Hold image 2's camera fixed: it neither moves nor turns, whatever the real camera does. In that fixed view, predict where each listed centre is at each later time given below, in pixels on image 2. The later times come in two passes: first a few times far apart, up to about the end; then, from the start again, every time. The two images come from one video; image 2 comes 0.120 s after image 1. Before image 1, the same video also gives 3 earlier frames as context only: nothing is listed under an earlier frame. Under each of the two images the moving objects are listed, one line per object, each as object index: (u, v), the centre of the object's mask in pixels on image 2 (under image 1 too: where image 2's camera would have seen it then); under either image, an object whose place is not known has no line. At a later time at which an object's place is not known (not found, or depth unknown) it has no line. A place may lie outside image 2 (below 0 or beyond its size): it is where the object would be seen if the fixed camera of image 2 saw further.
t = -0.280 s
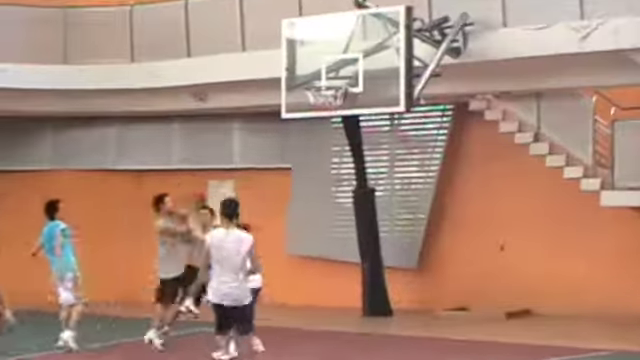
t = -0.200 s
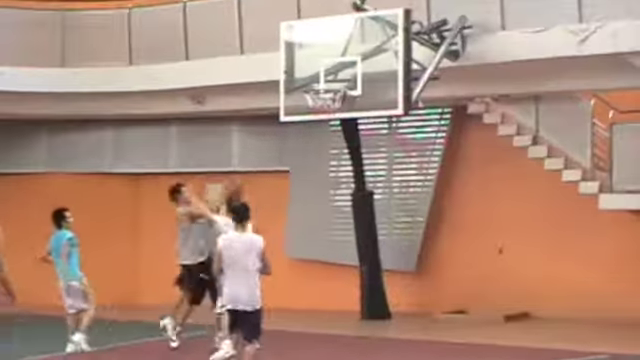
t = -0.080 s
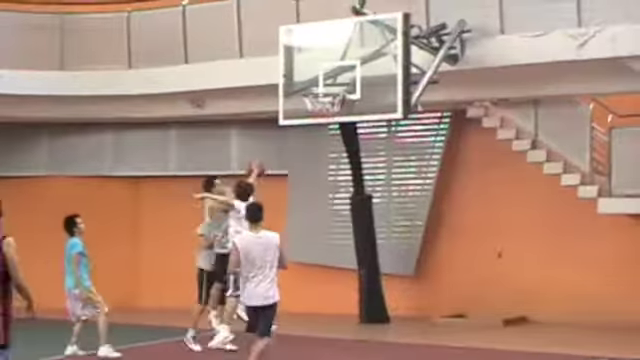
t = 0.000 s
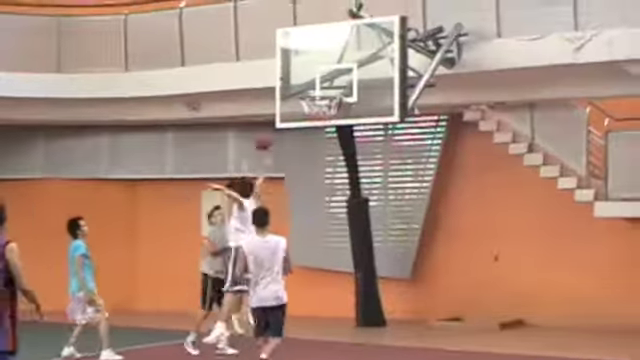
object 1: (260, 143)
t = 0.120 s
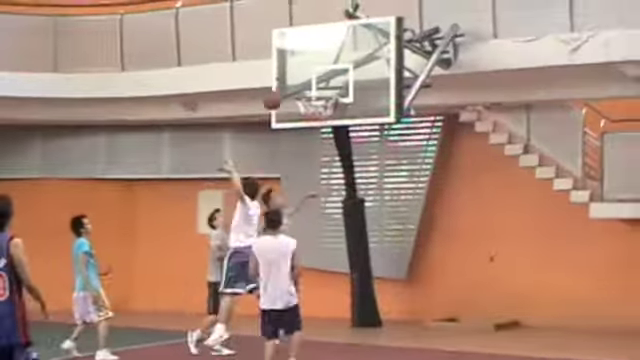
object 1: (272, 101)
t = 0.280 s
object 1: (291, 65)
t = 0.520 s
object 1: (297, 46)
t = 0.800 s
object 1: (297, 81)
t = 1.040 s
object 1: (302, 87)
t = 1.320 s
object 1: (314, 119)
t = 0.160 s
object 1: (277, 89)
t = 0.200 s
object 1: (281, 80)
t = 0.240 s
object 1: (285, 72)
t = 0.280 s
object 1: (291, 65)
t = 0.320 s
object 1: (294, 59)
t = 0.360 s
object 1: (296, 55)
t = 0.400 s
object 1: (297, 51)
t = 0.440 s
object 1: (296, 48)
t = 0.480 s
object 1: (296, 47)
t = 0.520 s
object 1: (297, 46)
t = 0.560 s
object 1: (297, 47)
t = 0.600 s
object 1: (296, 49)
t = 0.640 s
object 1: (296, 53)
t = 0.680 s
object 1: (296, 58)
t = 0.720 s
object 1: (296, 64)
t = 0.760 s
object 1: (297, 71)
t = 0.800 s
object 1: (297, 81)
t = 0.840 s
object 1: (296, 89)
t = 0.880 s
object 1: (298, 86)
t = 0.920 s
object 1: (298, 84)
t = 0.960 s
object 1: (299, 84)
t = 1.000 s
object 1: (301, 85)
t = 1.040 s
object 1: (302, 87)
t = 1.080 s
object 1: (304, 90)
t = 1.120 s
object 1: (305, 94)
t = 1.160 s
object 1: (305, 96)
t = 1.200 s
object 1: (307, 104)
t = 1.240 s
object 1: (308, 108)
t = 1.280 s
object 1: (311, 113)
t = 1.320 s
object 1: (314, 119)
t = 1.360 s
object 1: (315, 122)
